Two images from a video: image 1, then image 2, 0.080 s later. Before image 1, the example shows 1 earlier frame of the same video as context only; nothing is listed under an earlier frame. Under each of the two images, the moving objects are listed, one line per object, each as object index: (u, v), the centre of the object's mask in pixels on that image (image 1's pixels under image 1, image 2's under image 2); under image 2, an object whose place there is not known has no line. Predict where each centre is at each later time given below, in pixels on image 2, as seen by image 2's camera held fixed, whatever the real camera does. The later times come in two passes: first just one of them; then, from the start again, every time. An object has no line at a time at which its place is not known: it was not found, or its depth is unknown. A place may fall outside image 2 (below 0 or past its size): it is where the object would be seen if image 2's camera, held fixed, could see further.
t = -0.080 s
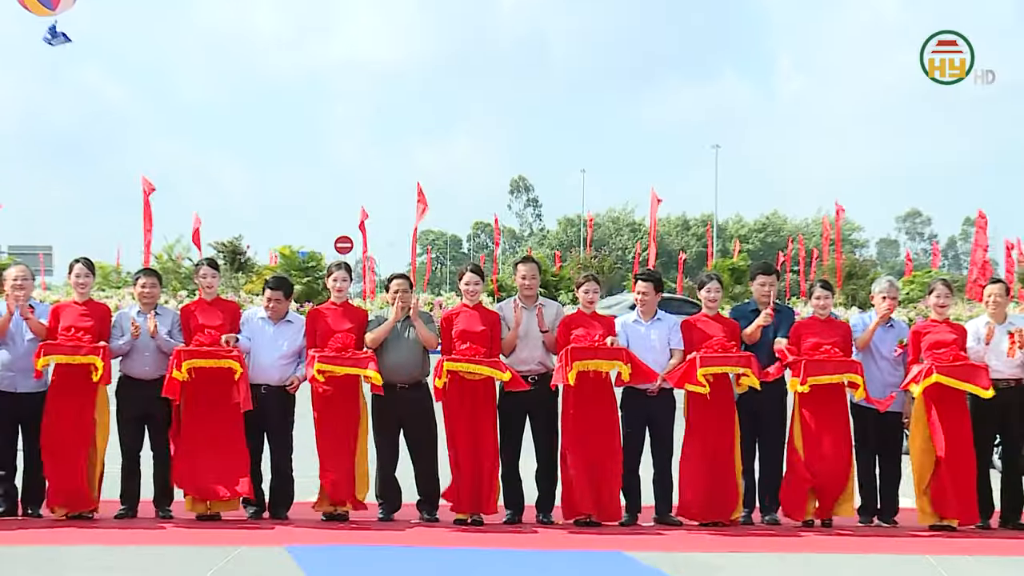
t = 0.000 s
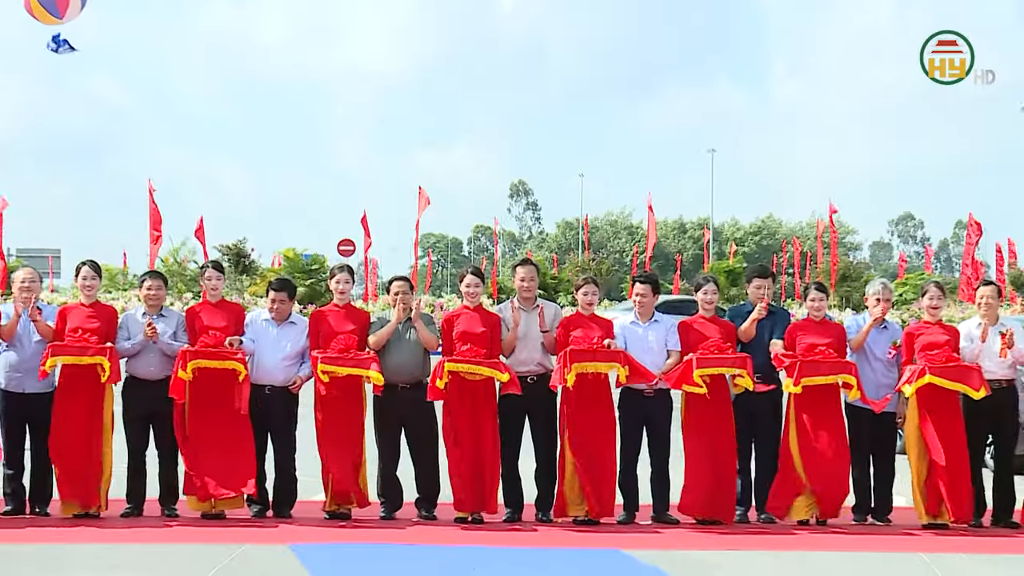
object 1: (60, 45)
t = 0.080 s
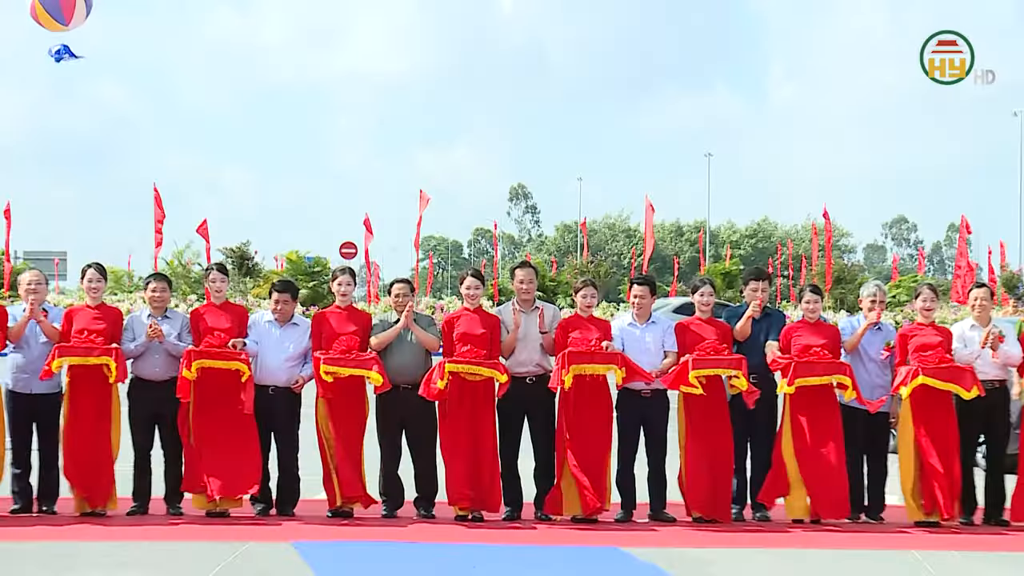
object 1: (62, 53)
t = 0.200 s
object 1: (57, 59)
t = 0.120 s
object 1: (61, 55)
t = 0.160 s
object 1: (59, 58)
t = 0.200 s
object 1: (57, 59)
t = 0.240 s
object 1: (57, 61)
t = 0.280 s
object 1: (55, 61)
